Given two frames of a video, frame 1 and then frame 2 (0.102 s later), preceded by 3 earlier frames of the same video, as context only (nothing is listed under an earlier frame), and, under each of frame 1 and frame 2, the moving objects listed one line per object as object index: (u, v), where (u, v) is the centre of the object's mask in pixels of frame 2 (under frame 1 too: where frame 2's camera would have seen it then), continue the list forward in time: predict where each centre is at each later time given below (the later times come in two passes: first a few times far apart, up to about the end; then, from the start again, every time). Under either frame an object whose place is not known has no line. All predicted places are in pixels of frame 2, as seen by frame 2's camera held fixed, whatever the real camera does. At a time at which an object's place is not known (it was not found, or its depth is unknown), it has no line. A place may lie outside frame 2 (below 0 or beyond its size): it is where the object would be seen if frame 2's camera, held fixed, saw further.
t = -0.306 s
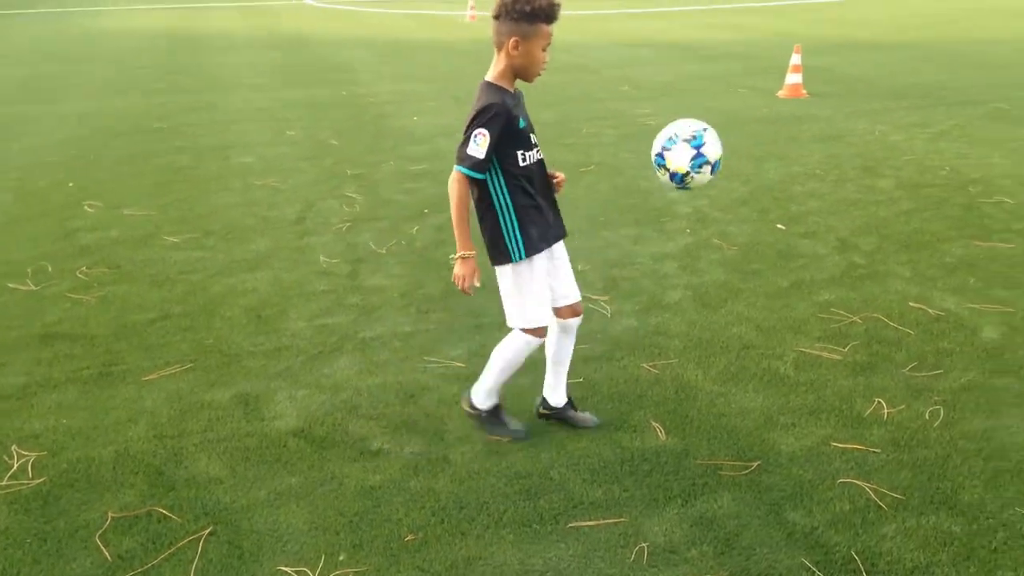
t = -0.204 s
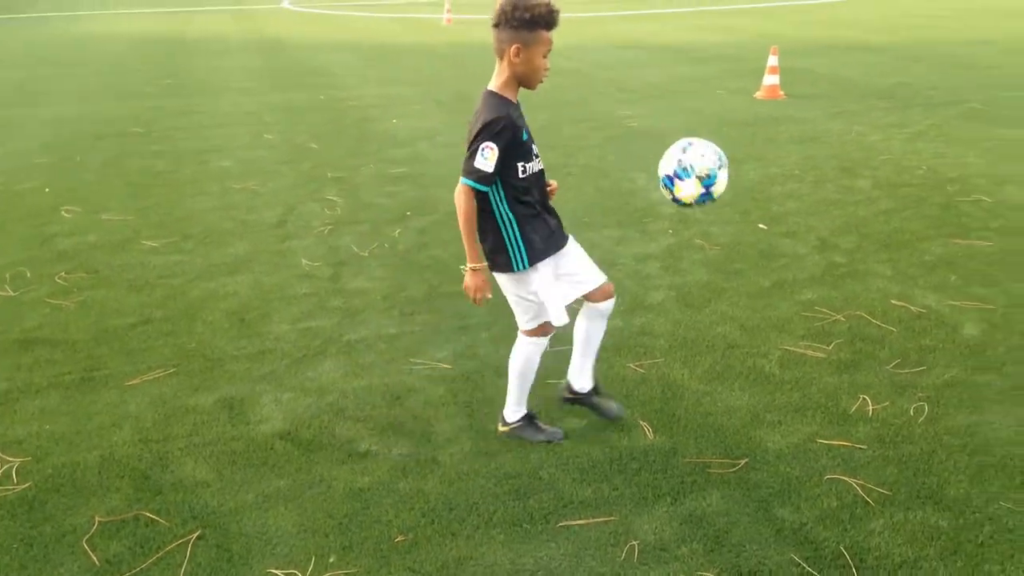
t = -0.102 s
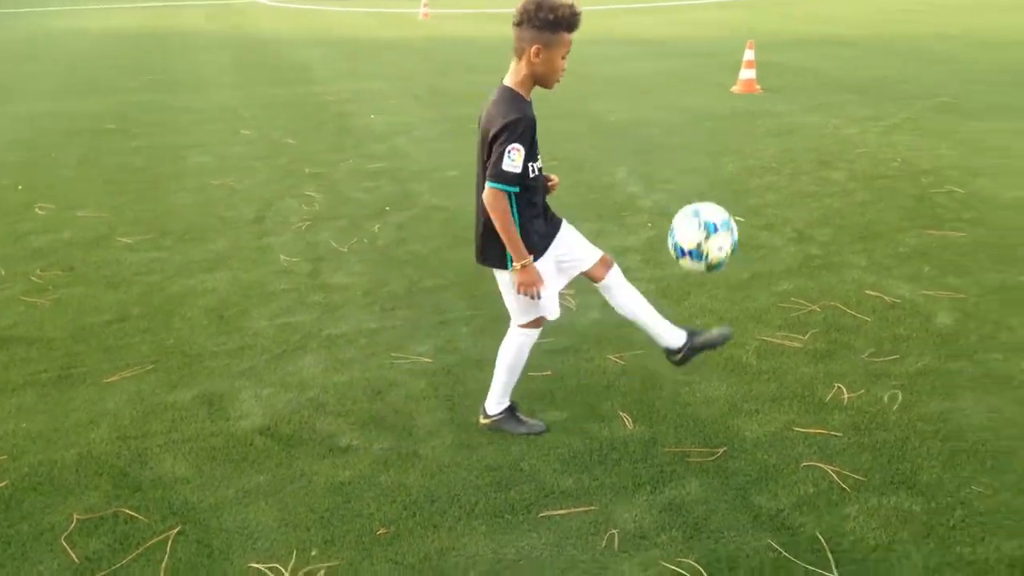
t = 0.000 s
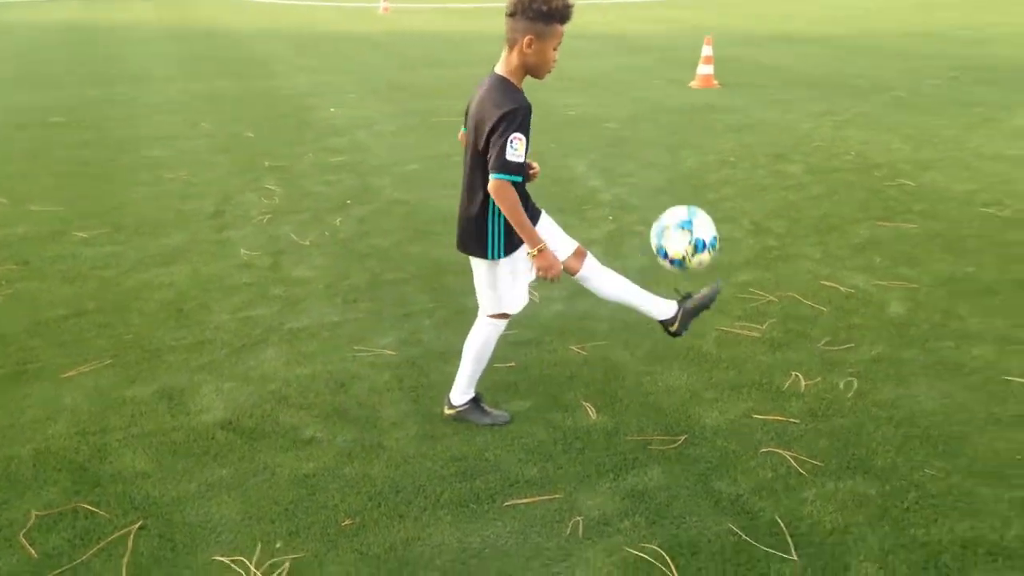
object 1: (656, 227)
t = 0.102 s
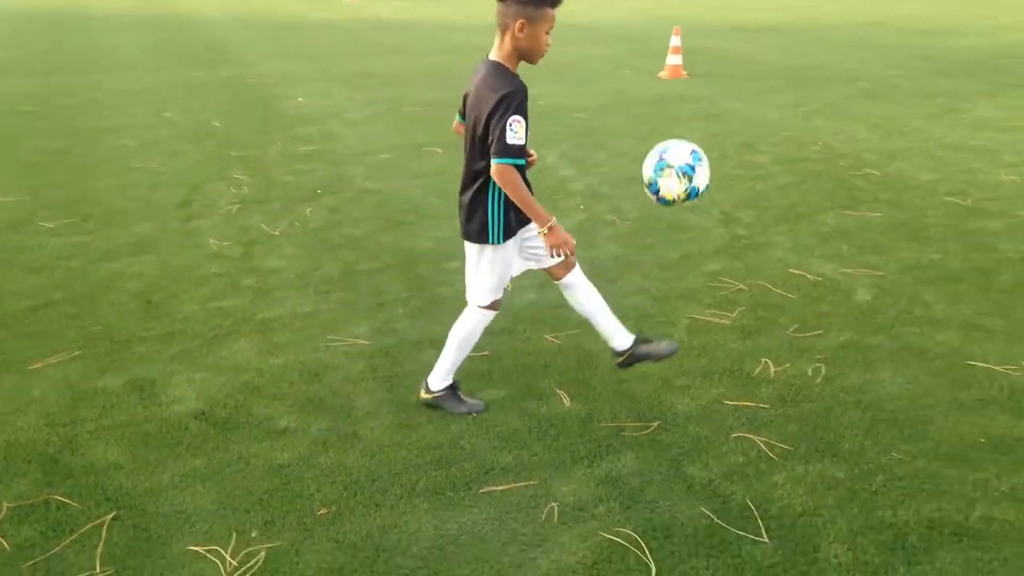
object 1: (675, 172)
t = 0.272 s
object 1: (705, 141)
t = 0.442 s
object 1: (732, 191)
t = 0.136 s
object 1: (682, 160)
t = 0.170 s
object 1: (689, 151)
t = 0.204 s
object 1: (695, 144)
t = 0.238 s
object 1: (700, 141)
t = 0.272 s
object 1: (705, 141)
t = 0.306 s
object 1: (711, 144)
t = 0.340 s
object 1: (717, 150)
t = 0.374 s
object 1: (723, 159)
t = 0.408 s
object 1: (728, 173)
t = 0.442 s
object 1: (732, 191)
